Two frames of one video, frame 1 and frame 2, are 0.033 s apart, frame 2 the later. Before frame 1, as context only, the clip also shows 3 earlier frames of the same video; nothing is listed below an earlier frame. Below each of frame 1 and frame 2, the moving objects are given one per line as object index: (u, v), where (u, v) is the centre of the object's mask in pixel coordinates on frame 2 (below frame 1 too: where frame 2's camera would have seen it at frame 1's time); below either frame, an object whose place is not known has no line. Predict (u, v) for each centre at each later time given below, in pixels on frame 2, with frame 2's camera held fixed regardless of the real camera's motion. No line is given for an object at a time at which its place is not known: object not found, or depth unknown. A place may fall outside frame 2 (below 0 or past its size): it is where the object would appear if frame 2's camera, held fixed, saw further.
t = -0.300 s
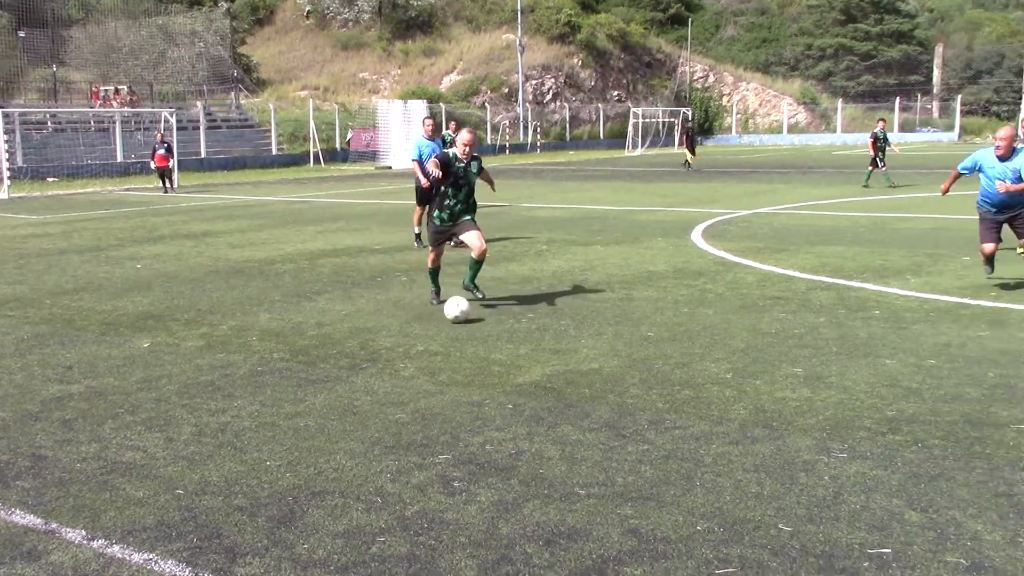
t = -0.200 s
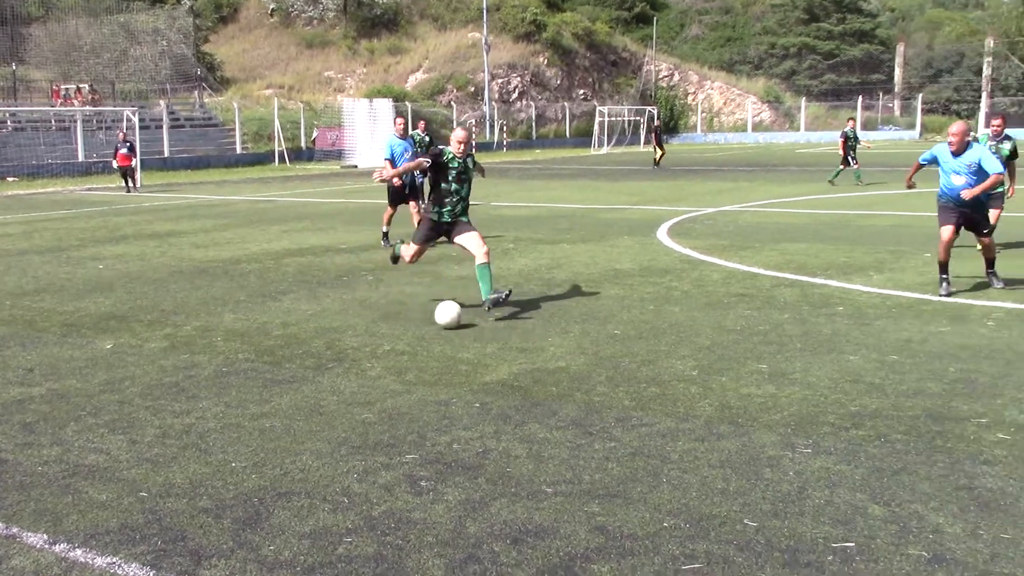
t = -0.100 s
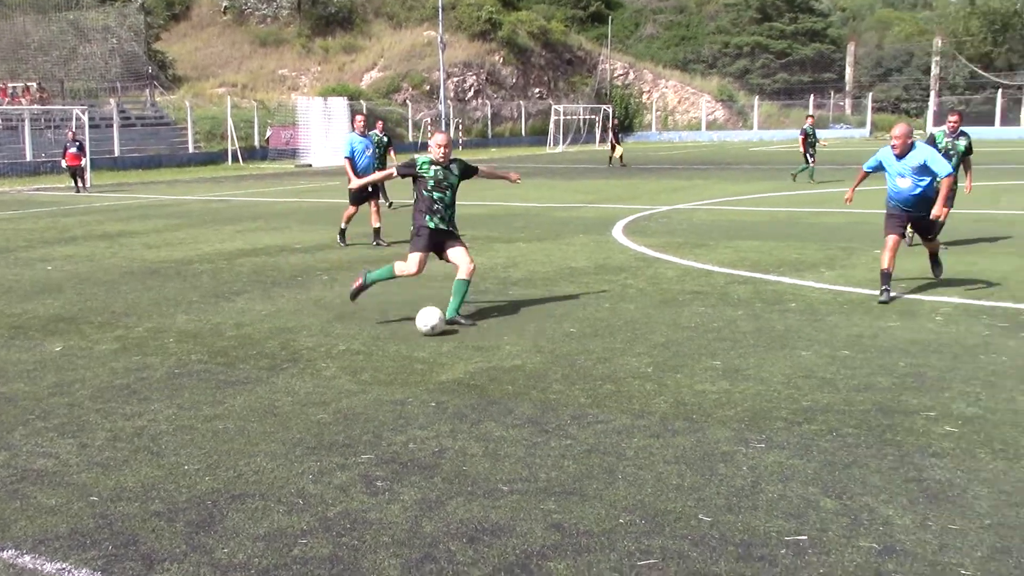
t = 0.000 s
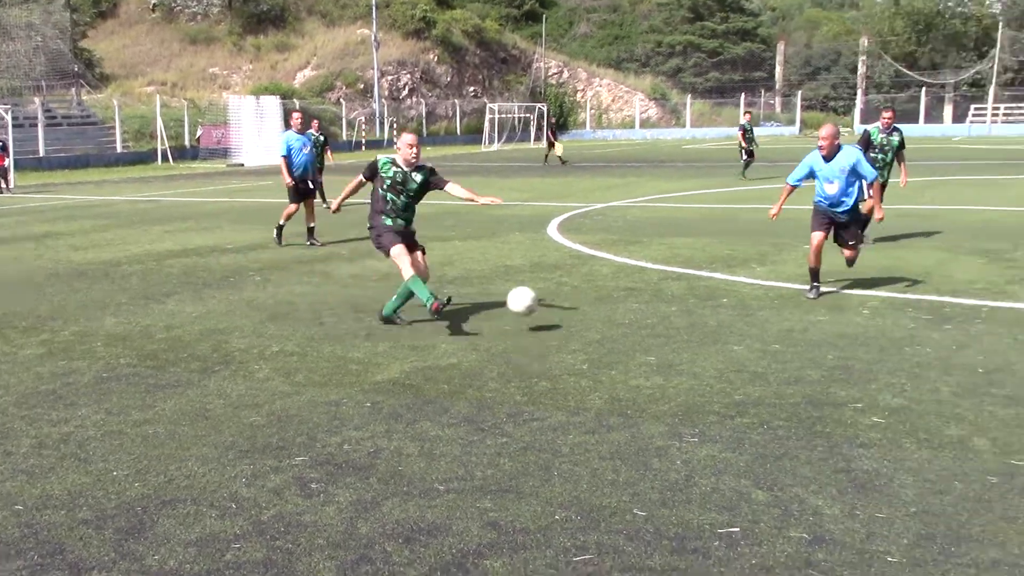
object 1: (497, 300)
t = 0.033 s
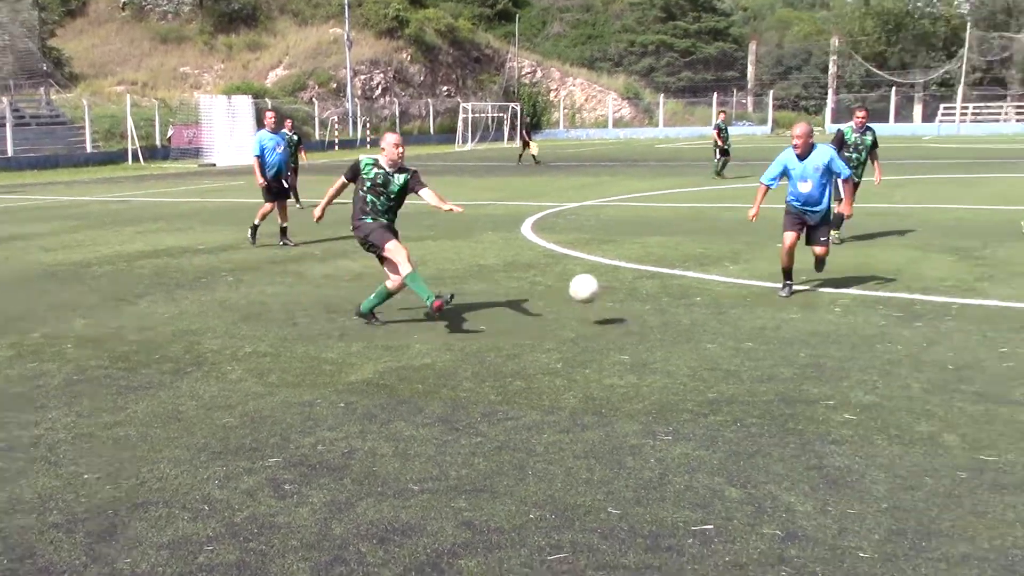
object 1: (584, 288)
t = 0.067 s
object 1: (669, 278)
